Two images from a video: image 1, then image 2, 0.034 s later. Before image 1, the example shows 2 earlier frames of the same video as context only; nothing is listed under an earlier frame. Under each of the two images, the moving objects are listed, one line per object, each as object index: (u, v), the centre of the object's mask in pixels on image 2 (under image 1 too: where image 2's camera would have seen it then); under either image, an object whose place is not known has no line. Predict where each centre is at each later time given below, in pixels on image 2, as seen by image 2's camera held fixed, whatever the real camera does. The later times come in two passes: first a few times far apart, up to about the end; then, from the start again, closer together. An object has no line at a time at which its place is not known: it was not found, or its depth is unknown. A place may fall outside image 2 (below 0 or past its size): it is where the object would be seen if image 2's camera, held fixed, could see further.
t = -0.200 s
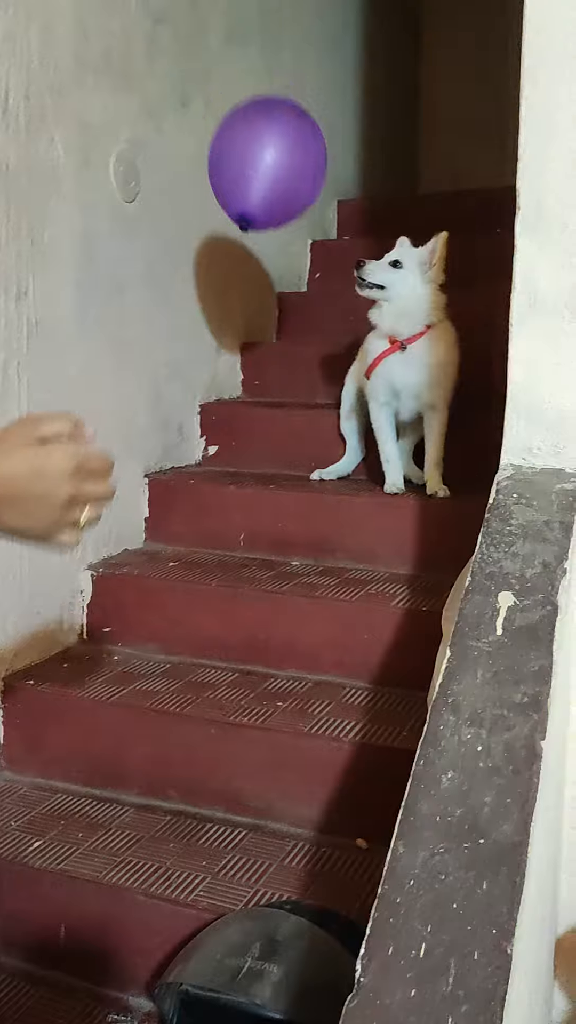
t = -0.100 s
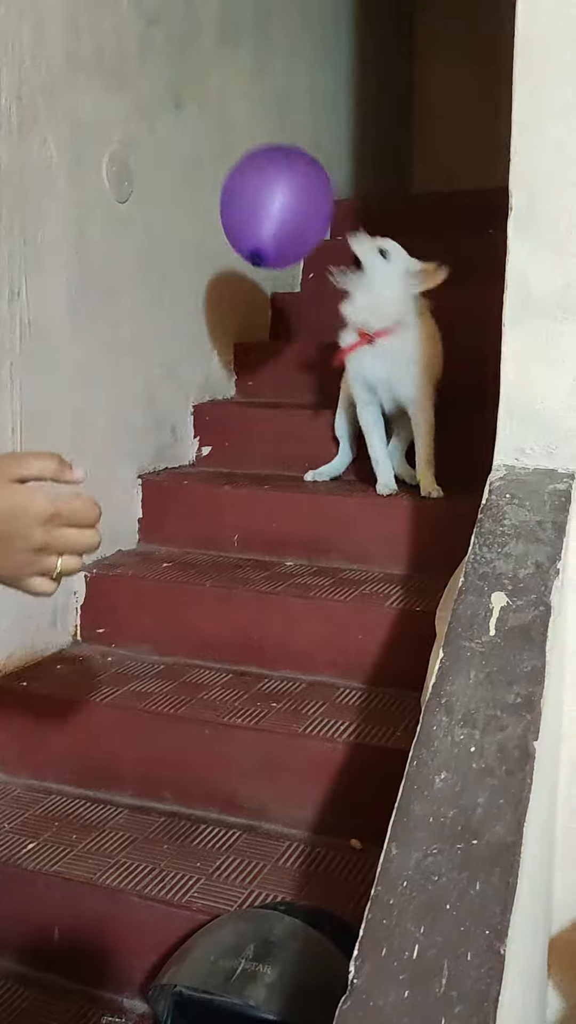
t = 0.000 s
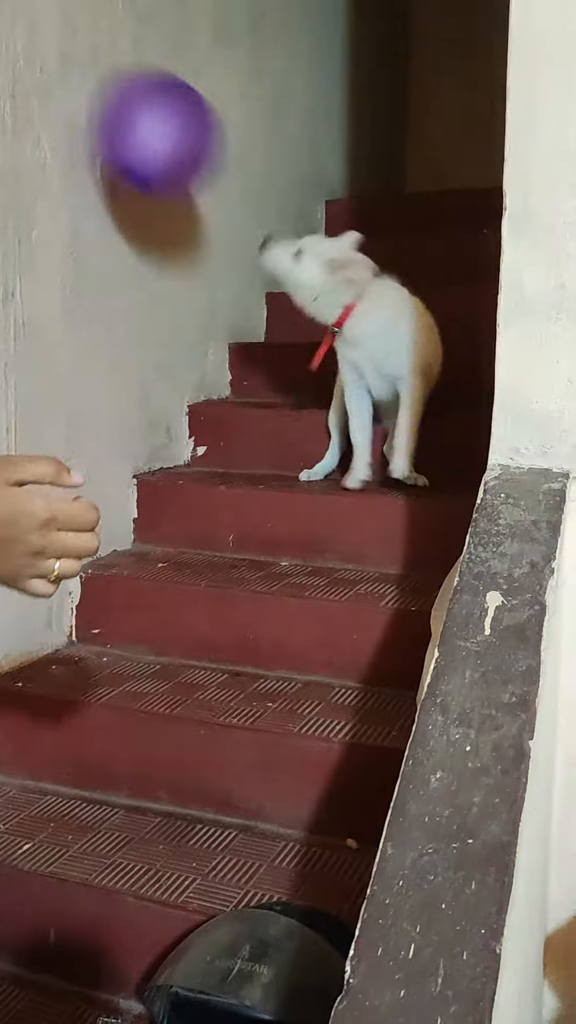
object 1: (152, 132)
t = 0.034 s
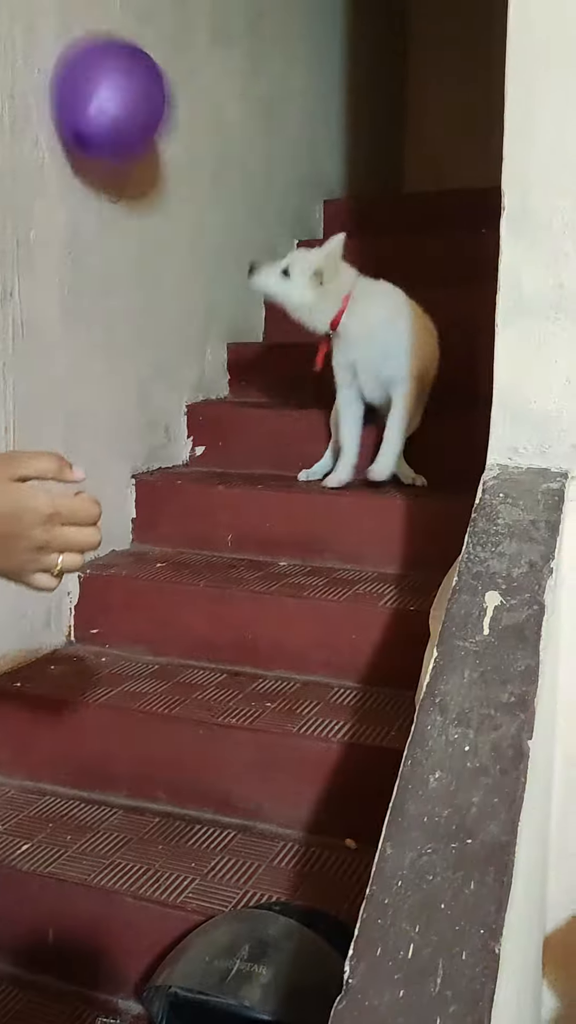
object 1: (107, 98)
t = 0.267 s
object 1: (296, 18)
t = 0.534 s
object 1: (428, 23)
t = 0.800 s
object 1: (297, 82)
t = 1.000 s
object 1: (246, 182)
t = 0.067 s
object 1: (124, 71)
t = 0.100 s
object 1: (151, 51)
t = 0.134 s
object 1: (180, 41)
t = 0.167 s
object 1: (209, 33)
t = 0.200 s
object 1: (238, 27)
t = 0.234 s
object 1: (267, 22)
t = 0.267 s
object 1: (296, 18)
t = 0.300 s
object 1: (325, 16)
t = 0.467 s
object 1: (455, 14)
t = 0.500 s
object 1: (446, 19)
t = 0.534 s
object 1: (428, 23)
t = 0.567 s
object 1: (409, 28)
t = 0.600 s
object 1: (390, 32)
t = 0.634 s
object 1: (372, 36)
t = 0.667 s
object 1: (354, 42)
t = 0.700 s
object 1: (338, 48)
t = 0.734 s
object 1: (323, 56)
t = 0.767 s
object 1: (309, 66)
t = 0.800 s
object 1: (297, 82)
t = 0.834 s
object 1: (286, 98)
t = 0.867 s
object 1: (276, 114)
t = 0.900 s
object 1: (266, 131)
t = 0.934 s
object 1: (259, 147)
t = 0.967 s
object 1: (252, 164)
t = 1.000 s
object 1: (246, 182)
